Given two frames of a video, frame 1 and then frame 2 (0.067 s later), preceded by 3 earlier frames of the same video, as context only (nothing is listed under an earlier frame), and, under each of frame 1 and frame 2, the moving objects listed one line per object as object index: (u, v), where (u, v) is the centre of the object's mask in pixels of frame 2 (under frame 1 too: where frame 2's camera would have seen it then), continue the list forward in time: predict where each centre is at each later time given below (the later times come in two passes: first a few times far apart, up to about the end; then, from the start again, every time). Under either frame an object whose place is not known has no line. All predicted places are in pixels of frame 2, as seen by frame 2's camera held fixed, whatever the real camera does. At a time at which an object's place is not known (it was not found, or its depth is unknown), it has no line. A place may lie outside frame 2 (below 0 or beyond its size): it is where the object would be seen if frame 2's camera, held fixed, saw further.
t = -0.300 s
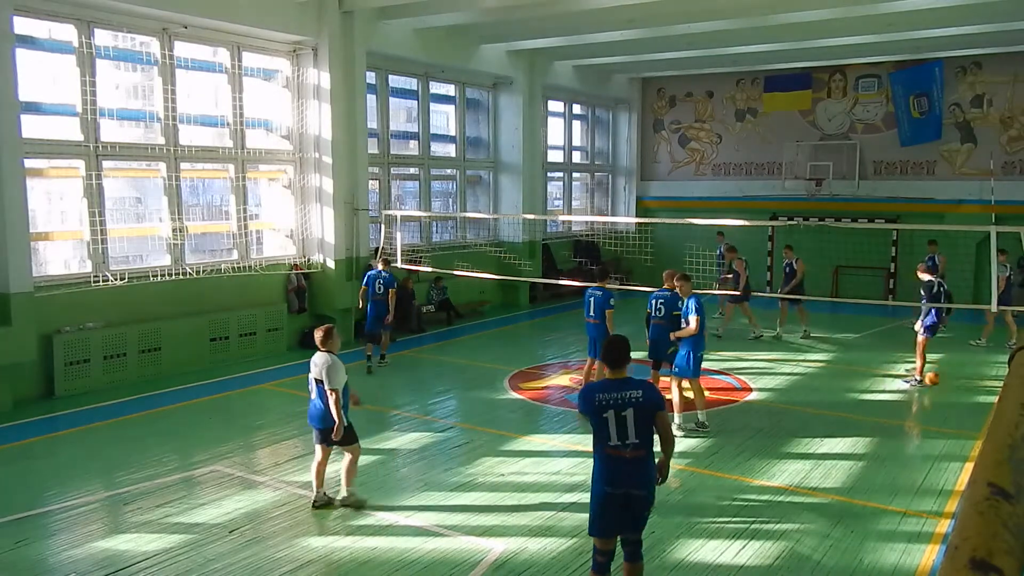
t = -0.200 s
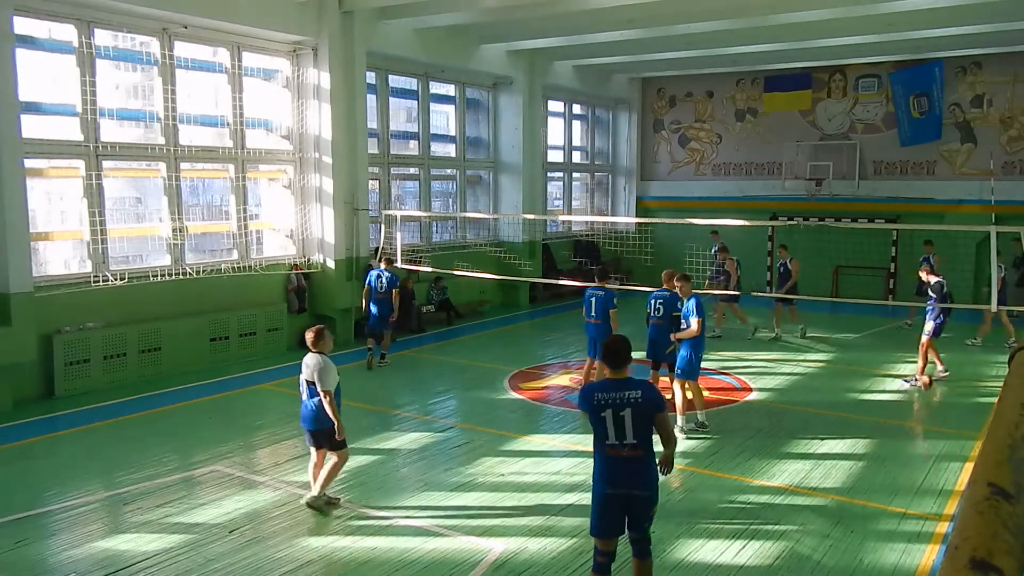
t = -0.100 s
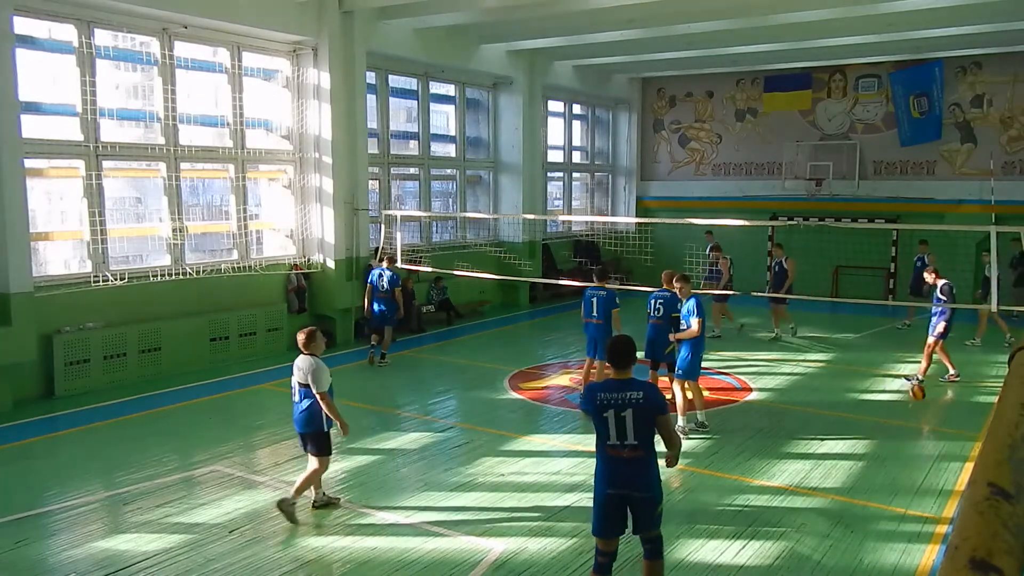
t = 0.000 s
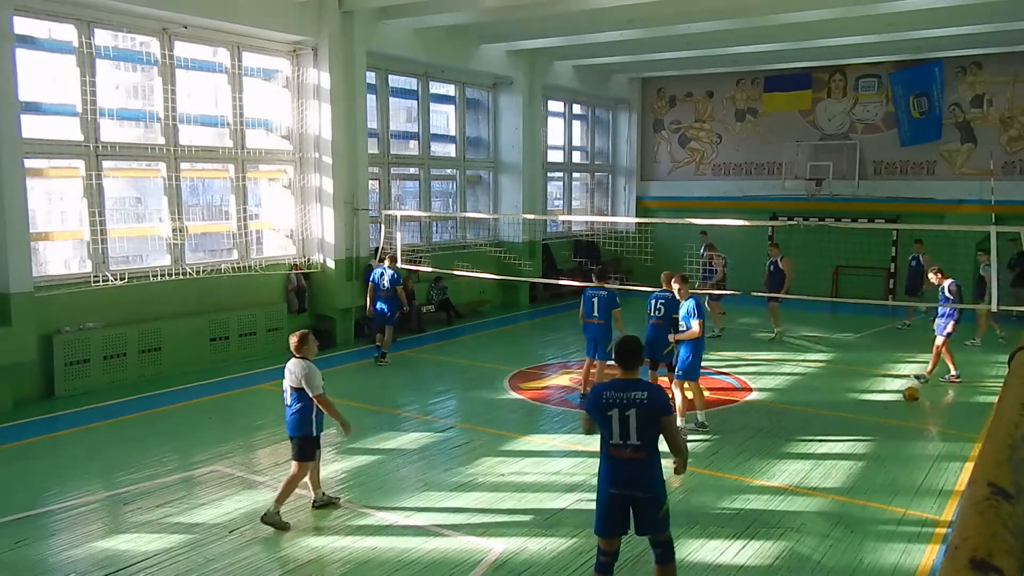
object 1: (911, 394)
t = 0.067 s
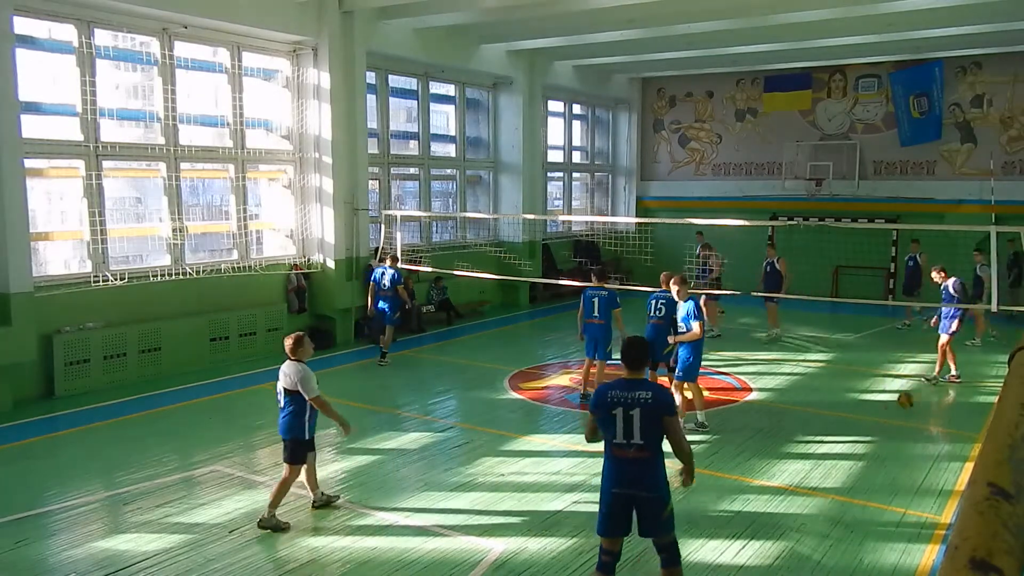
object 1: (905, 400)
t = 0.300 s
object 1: (887, 417)
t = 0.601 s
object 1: (859, 439)
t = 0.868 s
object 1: (829, 464)
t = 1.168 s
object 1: (792, 493)
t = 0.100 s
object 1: (903, 404)
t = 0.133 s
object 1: (901, 406)
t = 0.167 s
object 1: (898, 406)
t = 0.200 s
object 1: (894, 407)
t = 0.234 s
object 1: (892, 410)
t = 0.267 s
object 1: (890, 413)
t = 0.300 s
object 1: (887, 417)
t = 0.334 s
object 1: (884, 420)
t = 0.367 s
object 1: (881, 420)
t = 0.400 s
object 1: (878, 422)
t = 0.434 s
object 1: (874, 425)
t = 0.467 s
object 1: (871, 428)
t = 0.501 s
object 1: (868, 433)
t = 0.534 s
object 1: (865, 434)
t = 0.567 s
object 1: (863, 436)
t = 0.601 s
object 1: (859, 439)
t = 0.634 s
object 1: (855, 443)
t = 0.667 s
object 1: (852, 444)
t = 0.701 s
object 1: (848, 447)
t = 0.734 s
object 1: (845, 451)
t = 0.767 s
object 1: (841, 454)
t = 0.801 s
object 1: (837, 457)
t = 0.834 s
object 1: (834, 461)
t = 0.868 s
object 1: (829, 464)
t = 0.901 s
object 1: (826, 466)
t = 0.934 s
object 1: (822, 470)
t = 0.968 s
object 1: (818, 473)
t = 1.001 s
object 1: (814, 475)
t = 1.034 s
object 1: (809, 479)
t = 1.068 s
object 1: (806, 483)
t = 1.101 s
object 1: (801, 487)
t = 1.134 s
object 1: (796, 488)
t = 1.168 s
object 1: (792, 493)
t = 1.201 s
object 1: (788, 498)
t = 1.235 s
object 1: (783, 501)
